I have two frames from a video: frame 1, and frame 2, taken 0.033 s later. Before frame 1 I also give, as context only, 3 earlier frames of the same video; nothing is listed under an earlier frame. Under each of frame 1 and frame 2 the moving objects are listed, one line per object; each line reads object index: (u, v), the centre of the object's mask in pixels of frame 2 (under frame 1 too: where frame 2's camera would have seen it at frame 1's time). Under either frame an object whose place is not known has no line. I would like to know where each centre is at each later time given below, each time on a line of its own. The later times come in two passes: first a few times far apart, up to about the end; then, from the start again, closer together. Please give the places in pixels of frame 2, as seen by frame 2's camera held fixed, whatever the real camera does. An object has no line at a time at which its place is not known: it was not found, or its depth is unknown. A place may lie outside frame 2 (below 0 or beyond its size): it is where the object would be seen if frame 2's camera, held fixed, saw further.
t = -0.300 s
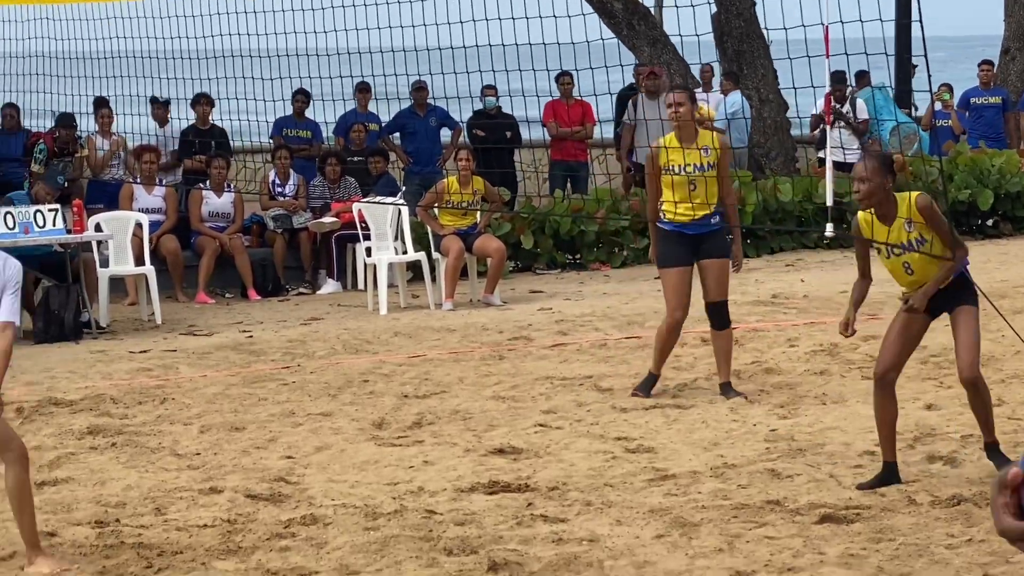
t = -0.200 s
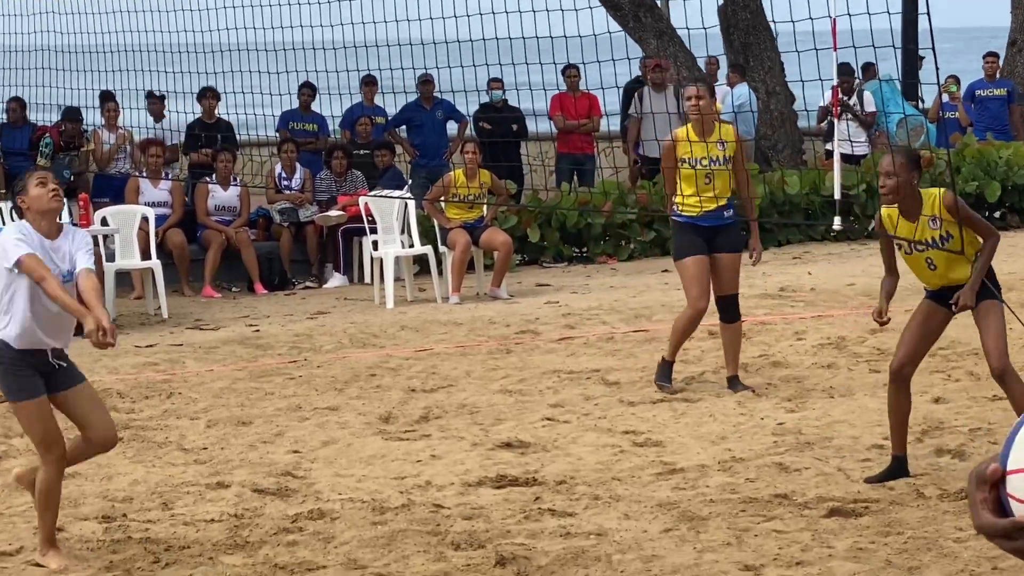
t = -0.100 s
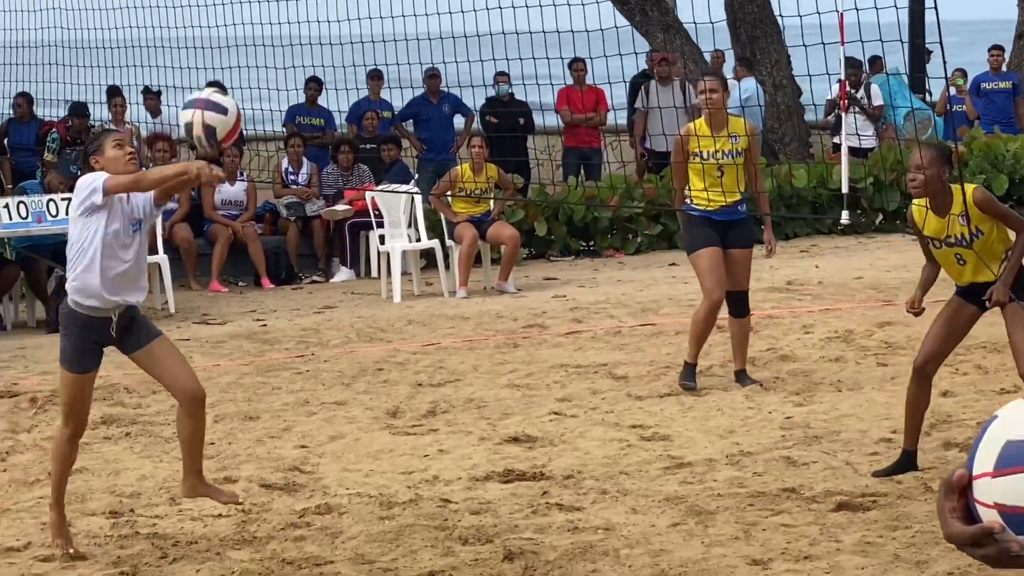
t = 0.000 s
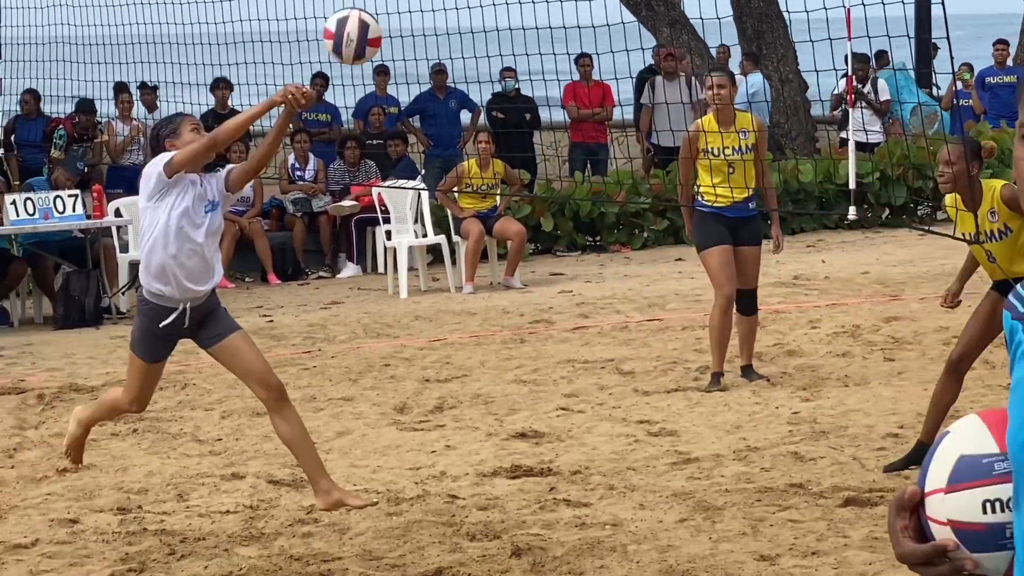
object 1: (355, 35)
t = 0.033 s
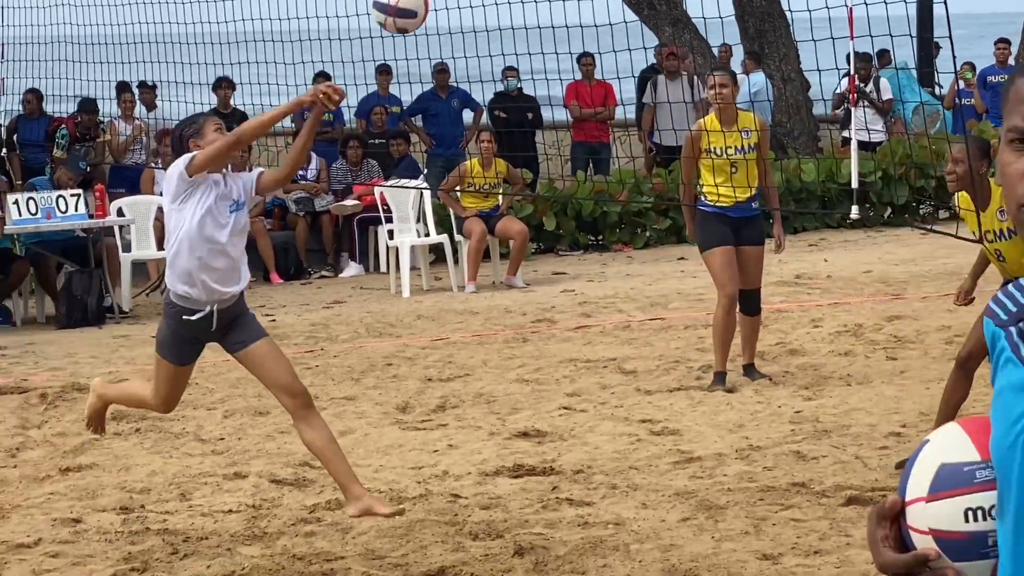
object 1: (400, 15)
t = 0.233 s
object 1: (508, 16)
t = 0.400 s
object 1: (500, 111)
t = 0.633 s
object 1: (404, 245)
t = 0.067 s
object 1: (445, 4)
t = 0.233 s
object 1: (508, 16)
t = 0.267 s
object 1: (512, 25)
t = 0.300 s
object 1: (513, 39)
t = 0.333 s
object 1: (513, 62)
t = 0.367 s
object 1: (508, 86)
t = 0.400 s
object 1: (500, 111)
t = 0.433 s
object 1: (494, 136)
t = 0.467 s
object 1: (495, 155)
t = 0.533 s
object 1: (446, 199)
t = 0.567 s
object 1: (438, 213)
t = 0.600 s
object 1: (421, 229)
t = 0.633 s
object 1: (404, 245)
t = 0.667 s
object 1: (386, 265)
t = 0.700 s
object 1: (368, 289)
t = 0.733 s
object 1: (351, 316)
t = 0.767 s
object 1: (335, 346)
